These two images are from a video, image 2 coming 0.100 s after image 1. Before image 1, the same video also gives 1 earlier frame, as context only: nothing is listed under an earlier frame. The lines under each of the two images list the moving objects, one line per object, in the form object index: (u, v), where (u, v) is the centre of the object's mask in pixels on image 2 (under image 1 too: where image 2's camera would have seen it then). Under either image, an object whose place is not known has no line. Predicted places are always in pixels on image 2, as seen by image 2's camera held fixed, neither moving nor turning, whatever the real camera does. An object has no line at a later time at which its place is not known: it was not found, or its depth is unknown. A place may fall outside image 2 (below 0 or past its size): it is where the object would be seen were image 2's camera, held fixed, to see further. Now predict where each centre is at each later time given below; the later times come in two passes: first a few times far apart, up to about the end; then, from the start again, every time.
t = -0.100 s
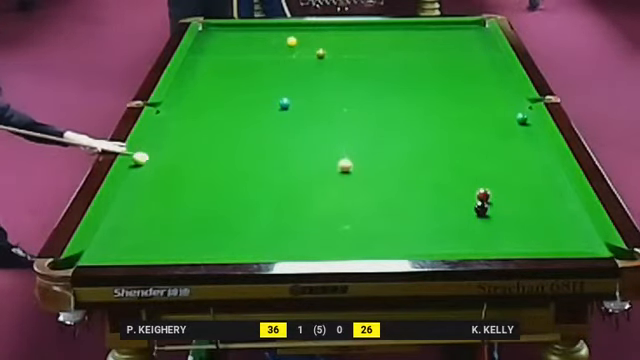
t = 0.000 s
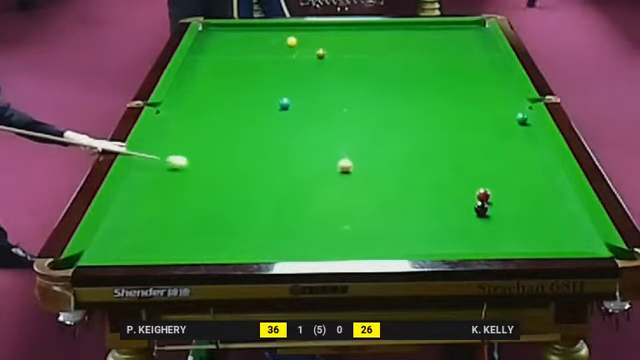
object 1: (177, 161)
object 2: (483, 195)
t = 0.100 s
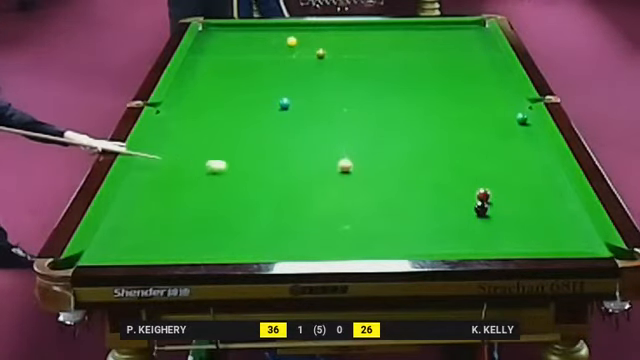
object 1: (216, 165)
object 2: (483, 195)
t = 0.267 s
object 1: (282, 171)
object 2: (483, 195)
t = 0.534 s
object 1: (389, 182)
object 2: (483, 195)
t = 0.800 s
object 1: (482, 187)
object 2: (502, 201)
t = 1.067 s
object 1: (532, 181)
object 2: (560, 219)
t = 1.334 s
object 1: (547, 176)
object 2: (575, 234)
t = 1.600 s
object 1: (511, 172)
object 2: (548, 245)
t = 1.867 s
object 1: (478, 168)
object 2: (519, 245)
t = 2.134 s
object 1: (448, 166)
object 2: (491, 240)
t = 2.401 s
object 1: (420, 162)
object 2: (466, 233)
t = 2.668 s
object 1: (395, 160)
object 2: (442, 227)
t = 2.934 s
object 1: (371, 158)
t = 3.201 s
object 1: (351, 156)
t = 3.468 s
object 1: (331, 154)
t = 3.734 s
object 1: (314, 153)
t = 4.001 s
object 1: (298, 152)
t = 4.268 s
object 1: (284, 151)
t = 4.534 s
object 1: (272, 149)
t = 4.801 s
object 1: (263, 148)
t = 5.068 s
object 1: (254, 148)
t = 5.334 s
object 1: (248, 148)
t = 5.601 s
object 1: (243, 148)
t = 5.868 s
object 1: (241, 148)
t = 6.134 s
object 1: (239, 148)
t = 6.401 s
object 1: (239, 148)
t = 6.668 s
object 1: (239, 148)
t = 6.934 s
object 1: (239, 148)
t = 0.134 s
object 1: (229, 167)
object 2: (483, 195)
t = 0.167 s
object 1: (242, 168)
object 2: (483, 195)
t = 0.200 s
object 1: (255, 169)
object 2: (483, 195)
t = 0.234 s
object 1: (269, 170)
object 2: (483, 195)
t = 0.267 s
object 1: (282, 171)
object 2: (483, 195)
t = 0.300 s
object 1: (295, 173)
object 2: (483, 195)
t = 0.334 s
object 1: (309, 174)
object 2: (483, 195)
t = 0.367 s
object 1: (322, 175)
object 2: (483, 195)
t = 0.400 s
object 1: (335, 177)
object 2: (483, 195)
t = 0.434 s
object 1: (349, 178)
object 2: (483, 195)
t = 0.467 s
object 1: (362, 179)
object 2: (483, 195)
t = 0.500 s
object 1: (376, 181)
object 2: (483, 195)
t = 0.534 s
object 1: (389, 182)
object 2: (483, 195)
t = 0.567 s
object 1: (403, 184)
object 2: (483, 195)
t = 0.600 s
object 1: (417, 185)
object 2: (483, 195)
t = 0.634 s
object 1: (431, 186)
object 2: (484, 195)
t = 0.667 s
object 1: (445, 187)
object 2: (483, 195)
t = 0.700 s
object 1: (459, 189)
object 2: (483, 195)
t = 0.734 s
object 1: (472, 190)
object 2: (485, 195)
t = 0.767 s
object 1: (477, 189)
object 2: (493, 198)
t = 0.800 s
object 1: (482, 187)
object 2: (502, 201)
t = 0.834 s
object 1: (488, 187)
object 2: (510, 203)
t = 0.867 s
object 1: (494, 186)
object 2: (518, 206)
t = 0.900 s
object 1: (500, 185)
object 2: (525, 208)
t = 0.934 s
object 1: (507, 184)
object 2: (532, 210)
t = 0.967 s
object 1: (513, 183)
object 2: (539, 213)
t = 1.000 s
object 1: (519, 182)
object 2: (546, 215)
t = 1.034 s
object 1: (526, 182)
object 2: (553, 217)
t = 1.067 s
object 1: (532, 181)
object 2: (560, 219)
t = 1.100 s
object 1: (538, 180)
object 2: (567, 222)
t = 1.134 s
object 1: (544, 179)
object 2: (574, 224)
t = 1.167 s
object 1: (550, 179)
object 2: (582, 226)
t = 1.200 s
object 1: (556, 178)
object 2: (588, 228)
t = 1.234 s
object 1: (561, 177)
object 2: (585, 230)
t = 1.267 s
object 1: (557, 177)
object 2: (581, 231)
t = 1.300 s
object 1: (552, 176)
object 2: (578, 233)
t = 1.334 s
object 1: (547, 176)
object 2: (575, 234)
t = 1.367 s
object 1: (542, 175)
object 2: (571, 236)
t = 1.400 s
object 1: (538, 174)
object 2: (568, 237)
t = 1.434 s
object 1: (533, 174)
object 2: (565, 239)
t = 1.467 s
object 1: (529, 174)
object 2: (562, 240)
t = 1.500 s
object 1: (524, 173)
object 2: (558, 242)
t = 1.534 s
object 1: (520, 173)
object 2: (555, 243)
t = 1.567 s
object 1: (515, 172)
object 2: (552, 244)
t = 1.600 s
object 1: (511, 172)
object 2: (548, 245)
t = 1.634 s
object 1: (507, 172)
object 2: (545, 245)
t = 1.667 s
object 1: (502, 171)
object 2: (542, 246)
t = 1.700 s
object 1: (498, 171)
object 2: (539, 247)
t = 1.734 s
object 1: (494, 170)
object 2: (535, 247)
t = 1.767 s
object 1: (490, 170)
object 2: (531, 246)
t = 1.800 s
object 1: (486, 170)
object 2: (527, 246)
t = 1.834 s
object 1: (482, 169)
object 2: (523, 245)
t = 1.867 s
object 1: (478, 168)
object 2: (519, 245)
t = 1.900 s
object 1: (474, 168)
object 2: (516, 244)
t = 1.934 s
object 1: (470, 168)
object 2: (512, 244)
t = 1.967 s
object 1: (466, 168)
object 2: (508, 243)
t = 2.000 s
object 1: (462, 167)
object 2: (505, 243)
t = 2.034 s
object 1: (459, 167)
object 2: (502, 242)
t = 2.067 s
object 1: (455, 167)
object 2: (499, 242)
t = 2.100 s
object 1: (452, 166)
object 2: (495, 241)
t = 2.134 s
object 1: (448, 166)
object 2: (491, 240)
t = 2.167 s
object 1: (444, 165)
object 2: (488, 239)
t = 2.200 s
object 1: (441, 165)
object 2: (485, 238)
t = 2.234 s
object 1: (437, 165)
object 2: (481, 237)
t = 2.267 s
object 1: (434, 164)
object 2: (478, 236)
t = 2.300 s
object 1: (430, 164)
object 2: (475, 236)
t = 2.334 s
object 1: (427, 163)
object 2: (472, 235)
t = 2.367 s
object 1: (423, 163)
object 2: (469, 234)
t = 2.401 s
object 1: (420, 162)
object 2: (466, 233)
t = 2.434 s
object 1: (417, 162)
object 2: (463, 233)
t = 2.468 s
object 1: (414, 162)
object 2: (460, 232)
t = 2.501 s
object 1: (411, 161)
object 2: (457, 231)
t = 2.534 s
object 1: (407, 161)
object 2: (454, 230)
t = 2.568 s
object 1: (404, 161)
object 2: (451, 230)
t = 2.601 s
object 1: (401, 161)
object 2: (448, 229)
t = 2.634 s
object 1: (397, 160)
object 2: (445, 228)
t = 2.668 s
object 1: (395, 160)
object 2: (442, 227)
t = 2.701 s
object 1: (392, 160)
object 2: (439, 227)
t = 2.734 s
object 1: (389, 160)
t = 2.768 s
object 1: (386, 160)
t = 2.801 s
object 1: (383, 159)
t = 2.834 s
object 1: (380, 159)
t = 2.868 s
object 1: (377, 159)
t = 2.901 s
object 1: (374, 158)
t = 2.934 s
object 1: (371, 158)
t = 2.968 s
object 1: (369, 158)
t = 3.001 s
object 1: (366, 158)
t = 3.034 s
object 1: (363, 157)
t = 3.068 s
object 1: (361, 157)
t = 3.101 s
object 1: (358, 157)
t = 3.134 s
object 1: (355, 156)
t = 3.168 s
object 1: (354, 156)
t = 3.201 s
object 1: (351, 156)
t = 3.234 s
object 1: (348, 155)
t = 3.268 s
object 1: (345, 154)
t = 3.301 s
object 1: (343, 154)
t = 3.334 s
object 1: (340, 154)
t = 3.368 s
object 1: (338, 154)
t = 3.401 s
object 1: (336, 154)
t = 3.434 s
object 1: (333, 154)
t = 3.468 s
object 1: (331, 154)
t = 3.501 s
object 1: (329, 154)
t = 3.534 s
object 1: (327, 154)
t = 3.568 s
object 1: (324, 154)
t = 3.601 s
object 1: (323, 154)
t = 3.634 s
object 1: (320, 154)
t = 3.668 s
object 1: (318, 153)
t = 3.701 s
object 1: (316, 153)
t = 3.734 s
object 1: (314, 153)
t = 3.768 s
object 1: (312, 153)
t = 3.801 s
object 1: (310, 153)
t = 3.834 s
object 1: (308, 152)
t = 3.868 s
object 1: (306, 152)
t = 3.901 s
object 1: (304, 152)
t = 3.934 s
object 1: (302, 152)
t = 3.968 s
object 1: (300, 152)
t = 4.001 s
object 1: (298, 152)
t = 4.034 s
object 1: (296, 152)
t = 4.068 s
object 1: (295, 151)
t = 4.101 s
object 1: (293, 151)
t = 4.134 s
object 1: (291, 151)
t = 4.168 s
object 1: (290, 151)
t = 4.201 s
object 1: (288, 151)
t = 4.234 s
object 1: (286, 151)
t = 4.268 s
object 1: (284, 151)
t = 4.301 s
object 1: (283, 150)
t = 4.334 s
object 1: (281, 150)
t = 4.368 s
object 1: (280, 150)
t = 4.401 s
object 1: (278, 150)
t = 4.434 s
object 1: (277, 150)
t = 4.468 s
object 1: (275, 150)
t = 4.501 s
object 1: (274, 150)
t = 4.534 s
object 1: (272, 149)
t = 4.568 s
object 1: (271, 149)
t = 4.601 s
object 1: (270, 149)
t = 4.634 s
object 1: (269, 149)
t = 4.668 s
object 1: (268, 149)
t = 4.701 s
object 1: (266, 149)
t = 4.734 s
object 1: (265, 149)
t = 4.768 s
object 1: (264, 149)
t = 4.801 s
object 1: (263, 148)
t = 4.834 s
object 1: (261, 149)
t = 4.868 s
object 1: (260, 149)
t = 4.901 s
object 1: (259, 149)
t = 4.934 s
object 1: (258, 148)
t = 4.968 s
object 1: (257, 148)
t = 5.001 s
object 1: (256, 148)
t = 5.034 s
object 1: (255, 148)
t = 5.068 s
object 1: (254, 148)
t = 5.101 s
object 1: (253, 148)
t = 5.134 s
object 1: (252, 148)
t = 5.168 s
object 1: (252, 148)
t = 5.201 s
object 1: (251, 148)
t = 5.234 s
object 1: (250, 148)
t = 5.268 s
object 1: (249, 148)
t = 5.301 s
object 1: (248, 148)
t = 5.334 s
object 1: (248, 148)
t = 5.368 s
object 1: (247, 148)
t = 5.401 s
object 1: (246, 148)
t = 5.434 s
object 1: (246, 148)
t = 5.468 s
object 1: (245, 148)
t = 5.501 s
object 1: (244, 148)
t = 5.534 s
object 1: (244, 148)
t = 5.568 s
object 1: (243, 148)
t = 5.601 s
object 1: (243, 148)
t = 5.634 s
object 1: (242, 148)
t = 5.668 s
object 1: (242, 148)
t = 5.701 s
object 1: (242, 148)
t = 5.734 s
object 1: (241, 148)
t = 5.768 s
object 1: (241, 148)
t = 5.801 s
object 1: (241, 148)
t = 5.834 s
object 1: (241, 148)
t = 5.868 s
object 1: (241, 148)
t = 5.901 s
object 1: (240, 148)
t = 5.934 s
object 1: (240, 148)
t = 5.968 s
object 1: (240, 148)
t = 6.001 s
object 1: (240, 148)
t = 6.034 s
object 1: (240, 148)
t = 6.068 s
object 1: (239, 148)
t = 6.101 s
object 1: (240, 148)
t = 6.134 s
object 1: (239, 148)
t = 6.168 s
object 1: (239, 148)
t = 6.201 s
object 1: (239, 148)
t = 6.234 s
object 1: (239, 148)
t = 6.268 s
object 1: (239, 148)
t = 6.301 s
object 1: (239, 148)
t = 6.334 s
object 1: (239, 148)
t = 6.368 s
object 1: (239, 148)
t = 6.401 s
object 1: (239, 148)
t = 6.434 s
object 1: (239, 148)
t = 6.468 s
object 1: (239, 148)
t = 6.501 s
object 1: (239, 148)
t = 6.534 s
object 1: (239, 148)
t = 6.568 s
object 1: (239, 148)
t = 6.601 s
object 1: (239, 148)
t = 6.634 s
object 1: (239, 148)
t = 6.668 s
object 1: (239, 148)
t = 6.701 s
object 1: (239, 148)
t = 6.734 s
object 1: (239, 148)
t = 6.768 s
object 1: (239, 148)
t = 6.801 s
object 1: (239, 148)
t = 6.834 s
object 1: (239, 148)
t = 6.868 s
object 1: (240, 148)
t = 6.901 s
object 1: (239, 148)
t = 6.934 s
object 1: (239, 148)
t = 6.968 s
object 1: (240, 148)
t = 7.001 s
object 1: (239, 148)
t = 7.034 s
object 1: (239, 148)
